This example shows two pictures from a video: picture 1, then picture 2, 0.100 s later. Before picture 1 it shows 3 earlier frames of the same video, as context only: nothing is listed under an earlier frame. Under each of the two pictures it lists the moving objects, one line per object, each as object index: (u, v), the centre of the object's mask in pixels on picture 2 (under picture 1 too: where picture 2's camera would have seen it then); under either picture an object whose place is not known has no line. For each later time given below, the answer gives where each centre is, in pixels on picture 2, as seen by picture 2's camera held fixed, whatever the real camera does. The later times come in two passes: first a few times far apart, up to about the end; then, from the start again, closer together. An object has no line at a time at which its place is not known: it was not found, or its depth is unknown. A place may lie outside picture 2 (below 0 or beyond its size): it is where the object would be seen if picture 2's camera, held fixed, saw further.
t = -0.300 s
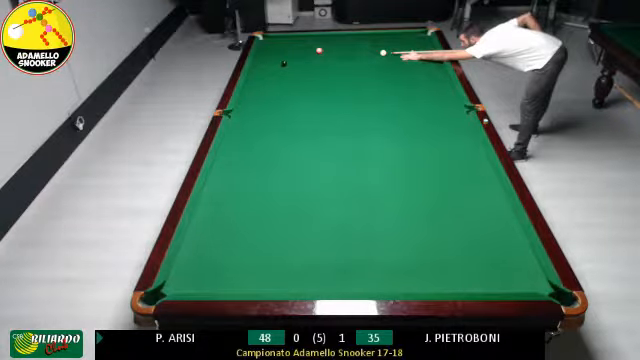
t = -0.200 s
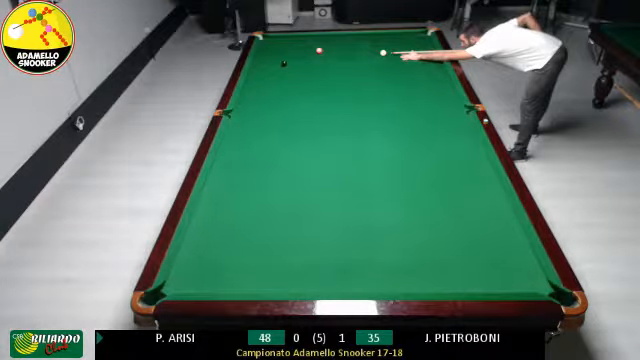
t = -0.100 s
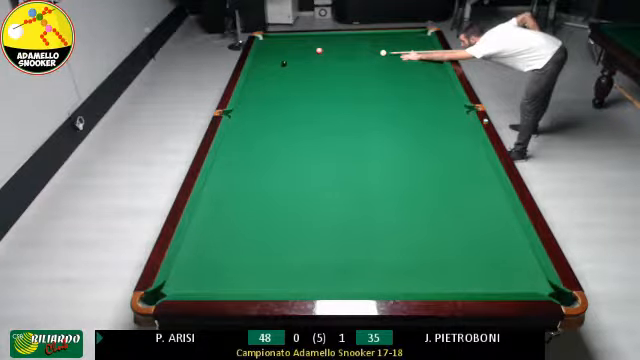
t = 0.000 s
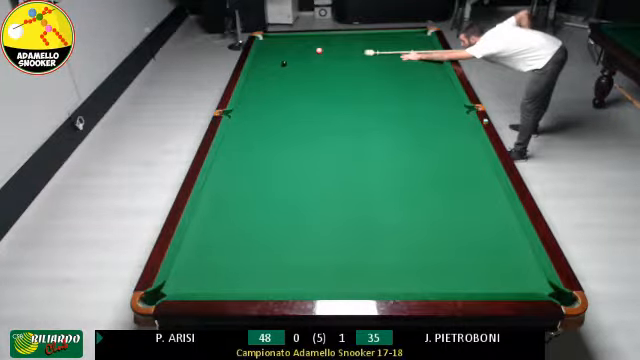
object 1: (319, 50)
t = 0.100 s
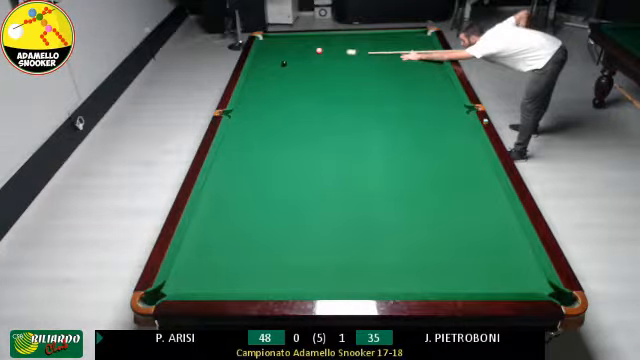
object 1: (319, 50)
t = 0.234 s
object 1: (318, 50)
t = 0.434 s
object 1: (307, 47)
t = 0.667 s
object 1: (294, 43)
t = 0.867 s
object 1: (284, 40)
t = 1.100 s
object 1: (274, 38)
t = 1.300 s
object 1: (265, 37)
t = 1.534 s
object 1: (266, 36)
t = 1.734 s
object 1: (266, 36)
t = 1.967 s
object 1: (266, 37)
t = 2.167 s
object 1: (266, 38)
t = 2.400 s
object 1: (265, 38)
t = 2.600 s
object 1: (265, 39)
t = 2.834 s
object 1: (265, 39)
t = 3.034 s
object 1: (265, 39)
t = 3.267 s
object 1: (265, 40)
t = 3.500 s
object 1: (265, 40)
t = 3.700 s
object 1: (265, 40)
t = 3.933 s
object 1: (265, 40)
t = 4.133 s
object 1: (265, 40)
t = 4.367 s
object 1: (265, 40)
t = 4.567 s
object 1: (265, 40)
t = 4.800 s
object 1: (265, 40)
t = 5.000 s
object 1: (265, 40)
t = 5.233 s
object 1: (265, 40)
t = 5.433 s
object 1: (265, 40)
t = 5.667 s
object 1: (265, 40)
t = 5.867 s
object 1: (265, 40)
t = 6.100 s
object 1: (265, 40)
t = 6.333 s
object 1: (265, 40)
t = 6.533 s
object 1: (265, 40)
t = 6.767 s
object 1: (265, 40)
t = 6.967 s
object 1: (265, 40)
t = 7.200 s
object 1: (265, 40)
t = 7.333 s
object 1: (265, 40)
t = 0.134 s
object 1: (319, 50)
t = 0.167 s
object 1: (319, 50)
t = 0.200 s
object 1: (319, 50)
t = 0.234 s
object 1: (318, 50)
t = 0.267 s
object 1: (318, 50)
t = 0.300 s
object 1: (316, 49)
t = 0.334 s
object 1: (314, 49)
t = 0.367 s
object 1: (312, 48)
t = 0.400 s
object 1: (309, 47)
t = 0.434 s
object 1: (307, 47)
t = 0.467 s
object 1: (306, 46)
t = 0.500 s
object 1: (303, 46)
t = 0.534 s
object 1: (301, 45)
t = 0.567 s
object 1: (300, 45)
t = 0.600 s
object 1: (298, 44)
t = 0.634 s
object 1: (296, 44)
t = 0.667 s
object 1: (294, 43)
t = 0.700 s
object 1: (293, 43)
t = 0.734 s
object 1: (291, 42)
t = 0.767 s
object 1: (289, 42)
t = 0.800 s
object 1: (288, 41)
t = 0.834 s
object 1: (285, 41)
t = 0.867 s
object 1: (284, 40)
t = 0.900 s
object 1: (283, 39)
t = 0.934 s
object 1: (281, 39)
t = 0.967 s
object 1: (279, 39)
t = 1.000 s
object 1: (278, 38)
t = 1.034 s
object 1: (276, 39)
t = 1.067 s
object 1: (275, 38)
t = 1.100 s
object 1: (274, 38)
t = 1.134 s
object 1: (273, 38)
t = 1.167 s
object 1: (270, 36)
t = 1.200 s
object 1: (269, 36)
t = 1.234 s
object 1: (267, 36)
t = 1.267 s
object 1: (266, 36)
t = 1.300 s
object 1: (265, 37)
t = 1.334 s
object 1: (264, 37)
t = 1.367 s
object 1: (263, 37)
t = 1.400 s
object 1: (263, 37)
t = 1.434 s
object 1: (265, 37)
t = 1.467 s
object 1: (264, 36)
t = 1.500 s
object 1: (265, 36)
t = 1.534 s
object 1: (266, 36)
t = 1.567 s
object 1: (266, 36)
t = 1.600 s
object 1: (266, 36)
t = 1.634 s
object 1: (266, 36)
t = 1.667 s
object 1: (266, 36)
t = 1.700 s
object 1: (266, 36)
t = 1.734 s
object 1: (266, 36)
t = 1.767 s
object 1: (266, 36)
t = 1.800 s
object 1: (266, 37)
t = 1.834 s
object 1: (266, 37)
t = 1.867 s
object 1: (266, 37)
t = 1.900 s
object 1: (266, 37)
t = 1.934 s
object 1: (266, 37)
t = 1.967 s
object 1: (266, 37)
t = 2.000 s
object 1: (266, 37)
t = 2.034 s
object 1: (266, 37)
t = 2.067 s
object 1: (266, 38)
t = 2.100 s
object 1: (266, 38)
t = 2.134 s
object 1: (266, 38)
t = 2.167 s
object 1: (266, 38)
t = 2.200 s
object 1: (266, 38)
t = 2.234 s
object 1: (266, 38)
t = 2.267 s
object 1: (266, 38)
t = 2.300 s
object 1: (266, 38)
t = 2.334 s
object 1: (266, 38)
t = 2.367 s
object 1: (265, 38)
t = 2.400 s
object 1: (265, 38)
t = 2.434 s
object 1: (265, 38)
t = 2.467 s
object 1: (265, 38)
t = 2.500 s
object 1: (265, 38)
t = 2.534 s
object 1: (265, 38)
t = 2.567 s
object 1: (265, 38)
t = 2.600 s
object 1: (265, 39)
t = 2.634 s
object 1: (265, 39)
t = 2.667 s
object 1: (265, 39)
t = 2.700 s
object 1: (265, 39)
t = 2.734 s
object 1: (265, 39)
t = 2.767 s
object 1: (265, 39)
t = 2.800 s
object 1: (265, 39)
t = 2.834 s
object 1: (265, 39)
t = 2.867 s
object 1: (265, 39)
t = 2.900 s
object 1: (265, 39)
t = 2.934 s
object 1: (265, 39)
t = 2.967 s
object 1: (265, 39)
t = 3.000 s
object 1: (265, 39)
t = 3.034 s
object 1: (265, 39)
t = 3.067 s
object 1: (265, 39)
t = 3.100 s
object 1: (265, 39)
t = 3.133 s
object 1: (265, 40)
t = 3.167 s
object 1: (265, 40)
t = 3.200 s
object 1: (265, 40)
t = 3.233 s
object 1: (265, 40)
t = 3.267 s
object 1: (265, 40)
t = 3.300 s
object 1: (265, 40)
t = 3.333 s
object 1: (265, 40)
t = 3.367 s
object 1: (265, 40)
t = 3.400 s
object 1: (265, 40)
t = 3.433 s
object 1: (265, 40)
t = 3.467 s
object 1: (265, 40)
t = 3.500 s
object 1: (265, 40)
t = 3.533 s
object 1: (265, 40)
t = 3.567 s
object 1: (265, 40)
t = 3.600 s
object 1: (265, 40)
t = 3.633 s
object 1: (265, 40)
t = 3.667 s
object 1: (265, 40)
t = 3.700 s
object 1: (265, 40)
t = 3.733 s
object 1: (265, 40)
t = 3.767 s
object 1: (265, 40)
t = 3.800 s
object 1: (265, 40)
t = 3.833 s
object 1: (265, 40)
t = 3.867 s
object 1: (265, 40)
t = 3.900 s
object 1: (265, 40)
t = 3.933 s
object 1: (265, 40)
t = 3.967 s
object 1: (265, 40)
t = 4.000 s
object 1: (265, 40)
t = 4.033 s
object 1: (265, 40)
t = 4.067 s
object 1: (265, 40)
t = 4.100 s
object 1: (265, 40)
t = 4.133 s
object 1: (265, 40)
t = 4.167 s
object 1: (265, 40)
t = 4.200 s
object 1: (265, 40)
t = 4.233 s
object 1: (265, 40)
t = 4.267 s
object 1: (265, 40)
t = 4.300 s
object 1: (265, 40)
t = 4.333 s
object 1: (265, 40)
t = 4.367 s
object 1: (265, 40)
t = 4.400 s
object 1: (265, 40)
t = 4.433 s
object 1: (265, 40)
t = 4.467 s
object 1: (265, 40)
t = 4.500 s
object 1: (265, 40)
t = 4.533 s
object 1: (265, 40)
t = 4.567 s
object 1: (265, 40)
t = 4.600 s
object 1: (265, 40)
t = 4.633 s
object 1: (265, 40)
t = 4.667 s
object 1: (265, 40)
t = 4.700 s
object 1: (265, 40)
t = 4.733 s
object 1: (265, 40)
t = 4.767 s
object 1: (265, 40)
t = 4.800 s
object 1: (265, 40)
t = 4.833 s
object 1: (265, 40)
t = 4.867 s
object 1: (265, 40)
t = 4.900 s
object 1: (265, 40)
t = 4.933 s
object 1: (265, 40)
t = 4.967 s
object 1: (265, 40)
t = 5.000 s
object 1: (265, 40)
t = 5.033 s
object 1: (265, 40)
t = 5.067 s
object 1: (265, 40)
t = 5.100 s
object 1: (265, 40)
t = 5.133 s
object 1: (265, 40)
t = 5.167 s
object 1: (265, 40)
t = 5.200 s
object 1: (265, 40)
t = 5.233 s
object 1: (265, 40)
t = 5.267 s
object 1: (265, 40)
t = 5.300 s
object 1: (265, 40)
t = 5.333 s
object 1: (265, 40)
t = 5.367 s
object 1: (265, 40)
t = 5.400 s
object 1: (265, 40)
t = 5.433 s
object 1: (265, 40)
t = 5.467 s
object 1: (265, 40)
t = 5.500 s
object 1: (265, 40)
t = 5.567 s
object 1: (265, 40)
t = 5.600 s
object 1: (265, 40)
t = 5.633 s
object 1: (265, 40)
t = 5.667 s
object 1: (265, 40)
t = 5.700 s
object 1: (265, 40)
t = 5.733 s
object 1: (265, 40)
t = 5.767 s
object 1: (265, 40)
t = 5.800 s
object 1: (265, 40)
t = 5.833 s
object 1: (265, 40)
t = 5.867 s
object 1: (265, 40)
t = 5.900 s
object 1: (265, 40)
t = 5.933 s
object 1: (265, 40)
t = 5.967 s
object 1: (265, 40)
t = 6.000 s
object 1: (265, 40)
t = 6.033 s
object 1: (265, 40)
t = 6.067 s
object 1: (265, 40)
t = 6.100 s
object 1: (265, 40)
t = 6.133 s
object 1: (265, 40)
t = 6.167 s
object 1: (265, 40)
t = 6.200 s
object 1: (265, 40)
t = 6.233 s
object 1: (265, 40)
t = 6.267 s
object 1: (265, 40)
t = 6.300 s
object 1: (265, 40)
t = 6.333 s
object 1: (265, 40)
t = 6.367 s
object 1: (265, 40)
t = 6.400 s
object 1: (265, 40)
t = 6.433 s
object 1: (265, 40)
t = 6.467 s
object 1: (265, 40)
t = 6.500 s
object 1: (265, 40)
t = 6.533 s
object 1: (265, 40)
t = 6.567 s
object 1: (265, 40)
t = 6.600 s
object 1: (265, 40)
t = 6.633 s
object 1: (265, 40)
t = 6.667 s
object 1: (265, 40)
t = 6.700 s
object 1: (265, 40)
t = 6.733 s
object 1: (265, 40)
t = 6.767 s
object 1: (265, 40)
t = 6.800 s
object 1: (265, 40)
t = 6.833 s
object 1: (265, 40)
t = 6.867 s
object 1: (265, 40)
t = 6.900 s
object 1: (265, 40)
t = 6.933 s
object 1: (265, 40)
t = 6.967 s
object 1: (265, 40)
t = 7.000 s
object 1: (265, 40)
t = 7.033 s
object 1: (265, 40)
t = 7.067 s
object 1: (265, 40)
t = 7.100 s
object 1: (265, 40)
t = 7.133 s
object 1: (265, 40)
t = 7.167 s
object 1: (265, 40)
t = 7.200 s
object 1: (265, 40)
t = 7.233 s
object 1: (265, 40)
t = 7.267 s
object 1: (265, 40)
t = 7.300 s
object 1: (265, 40)
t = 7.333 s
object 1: (265, 40)
